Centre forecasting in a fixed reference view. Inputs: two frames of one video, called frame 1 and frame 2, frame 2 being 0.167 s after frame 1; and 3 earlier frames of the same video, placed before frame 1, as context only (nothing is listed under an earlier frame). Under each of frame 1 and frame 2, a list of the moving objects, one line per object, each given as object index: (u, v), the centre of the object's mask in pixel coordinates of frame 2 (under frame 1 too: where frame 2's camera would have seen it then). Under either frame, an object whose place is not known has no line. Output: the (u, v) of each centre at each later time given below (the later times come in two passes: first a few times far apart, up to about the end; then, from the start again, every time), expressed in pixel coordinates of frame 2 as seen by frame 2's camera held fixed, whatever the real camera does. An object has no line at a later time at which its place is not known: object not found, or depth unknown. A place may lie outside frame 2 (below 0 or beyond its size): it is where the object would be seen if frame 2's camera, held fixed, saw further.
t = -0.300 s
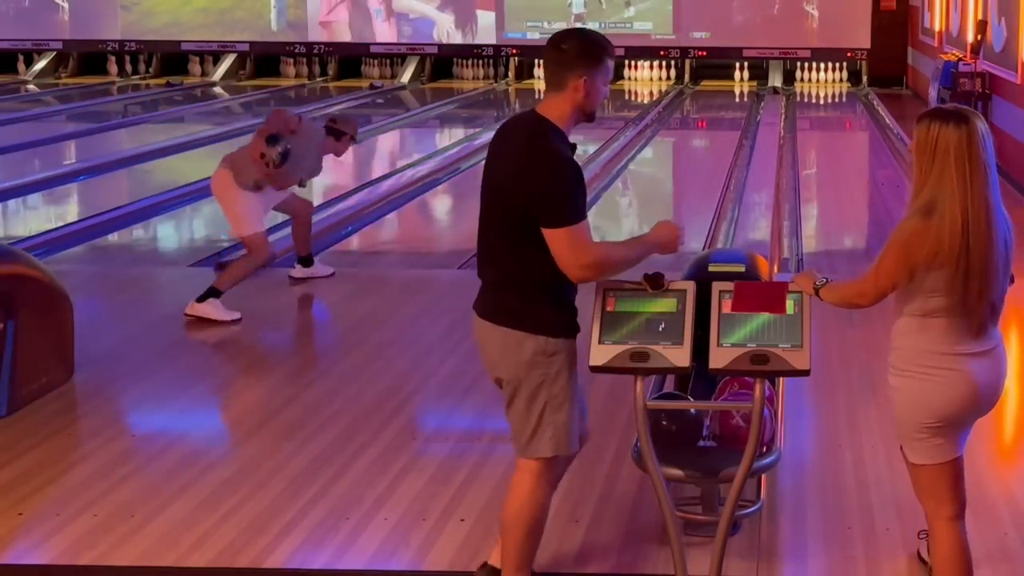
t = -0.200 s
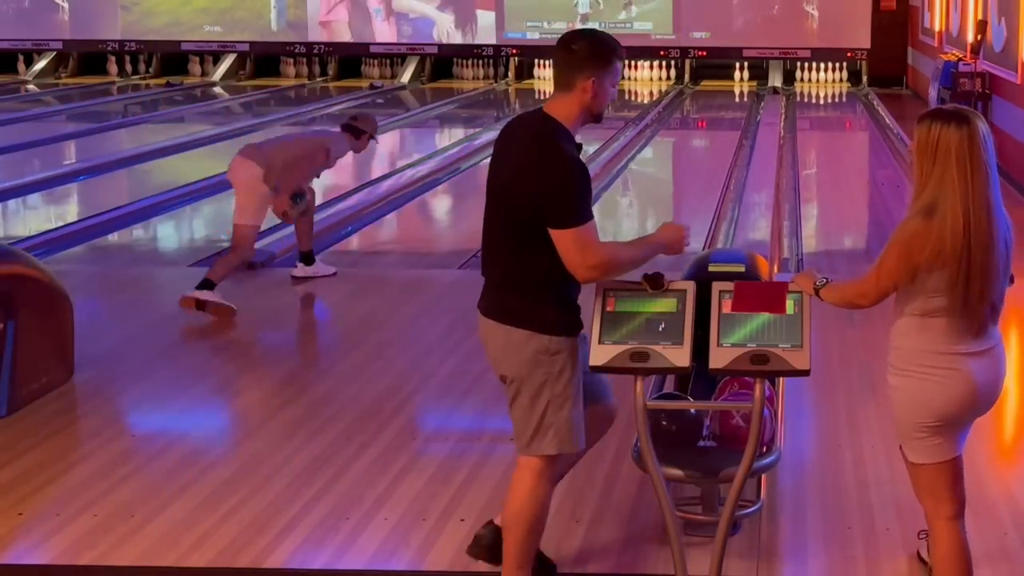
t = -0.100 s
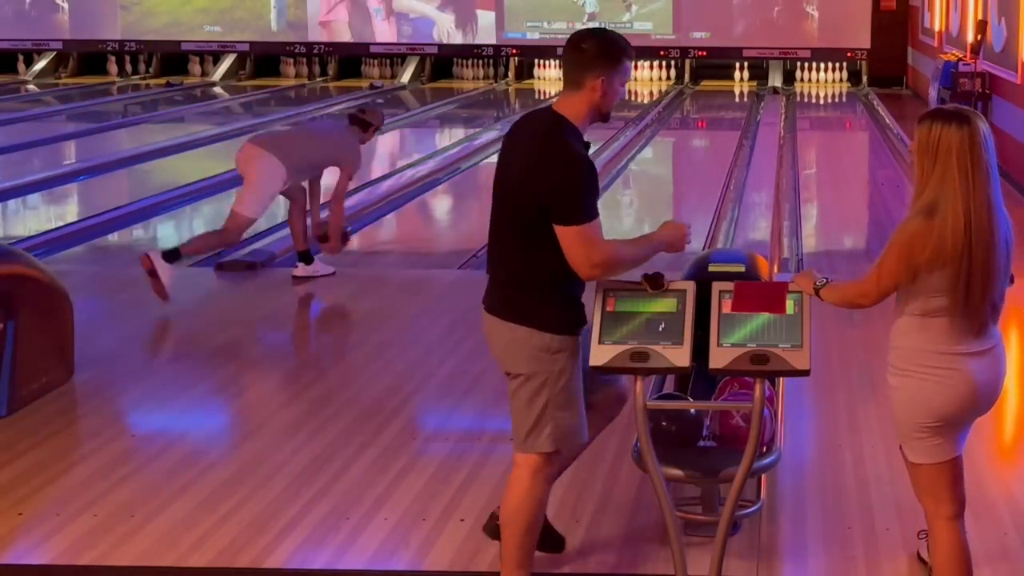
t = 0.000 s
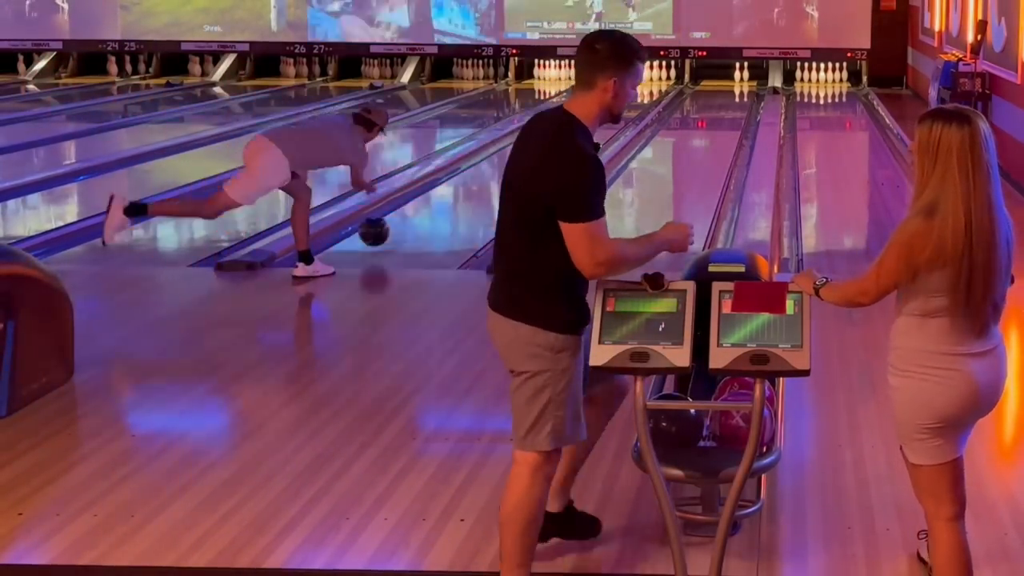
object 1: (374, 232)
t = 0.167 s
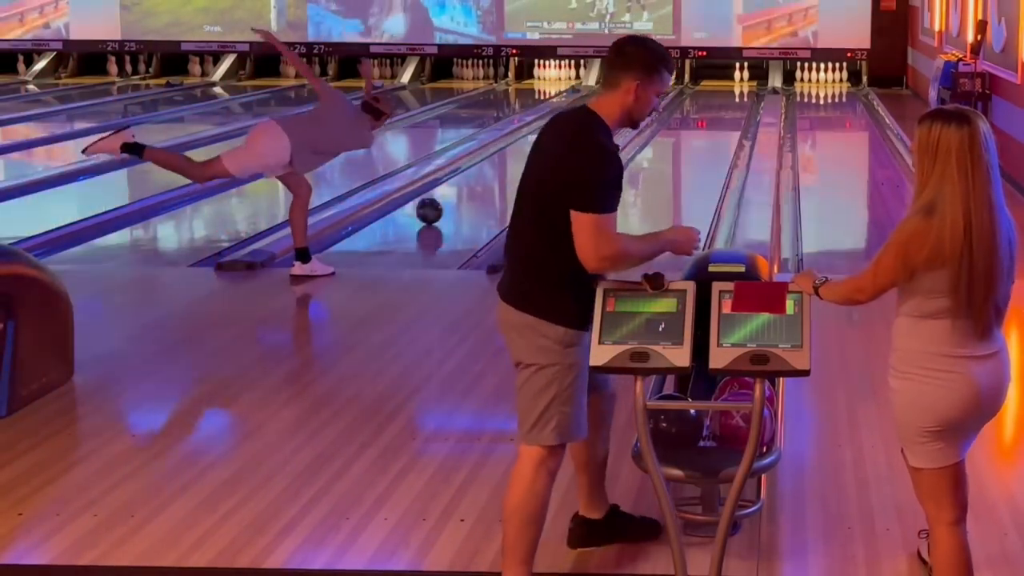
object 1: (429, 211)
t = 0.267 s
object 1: (456, 196)
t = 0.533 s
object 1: (514, 166)
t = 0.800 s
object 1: (555, 144)
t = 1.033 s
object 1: (583, 128)
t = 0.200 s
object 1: (438, 206)
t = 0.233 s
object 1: (447, 201)
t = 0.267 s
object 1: (456, 196)
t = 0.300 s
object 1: (464, 192)
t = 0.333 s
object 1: (472, 188)
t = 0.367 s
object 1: (480, 184)
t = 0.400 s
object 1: (487, 180)
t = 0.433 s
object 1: (494, 177)
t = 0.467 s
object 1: (500, 173)
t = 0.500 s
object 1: (507, 170)
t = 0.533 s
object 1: (514, 166)
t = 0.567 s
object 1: (519, 163)
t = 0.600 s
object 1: (525, 160)
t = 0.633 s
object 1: (530, 157)
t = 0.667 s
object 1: (536, 154)
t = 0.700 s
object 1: (541, 151)
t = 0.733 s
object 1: (546, 149)
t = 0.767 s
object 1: (550, 146)
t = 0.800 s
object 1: (555, 144)
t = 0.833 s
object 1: (560, 141)
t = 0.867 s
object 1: (564, 139)
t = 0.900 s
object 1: (568, 137)
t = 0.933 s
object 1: (572, 135)
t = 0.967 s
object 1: (576, 132)
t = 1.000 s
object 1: (580, 130)
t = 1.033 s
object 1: (583, 128)
